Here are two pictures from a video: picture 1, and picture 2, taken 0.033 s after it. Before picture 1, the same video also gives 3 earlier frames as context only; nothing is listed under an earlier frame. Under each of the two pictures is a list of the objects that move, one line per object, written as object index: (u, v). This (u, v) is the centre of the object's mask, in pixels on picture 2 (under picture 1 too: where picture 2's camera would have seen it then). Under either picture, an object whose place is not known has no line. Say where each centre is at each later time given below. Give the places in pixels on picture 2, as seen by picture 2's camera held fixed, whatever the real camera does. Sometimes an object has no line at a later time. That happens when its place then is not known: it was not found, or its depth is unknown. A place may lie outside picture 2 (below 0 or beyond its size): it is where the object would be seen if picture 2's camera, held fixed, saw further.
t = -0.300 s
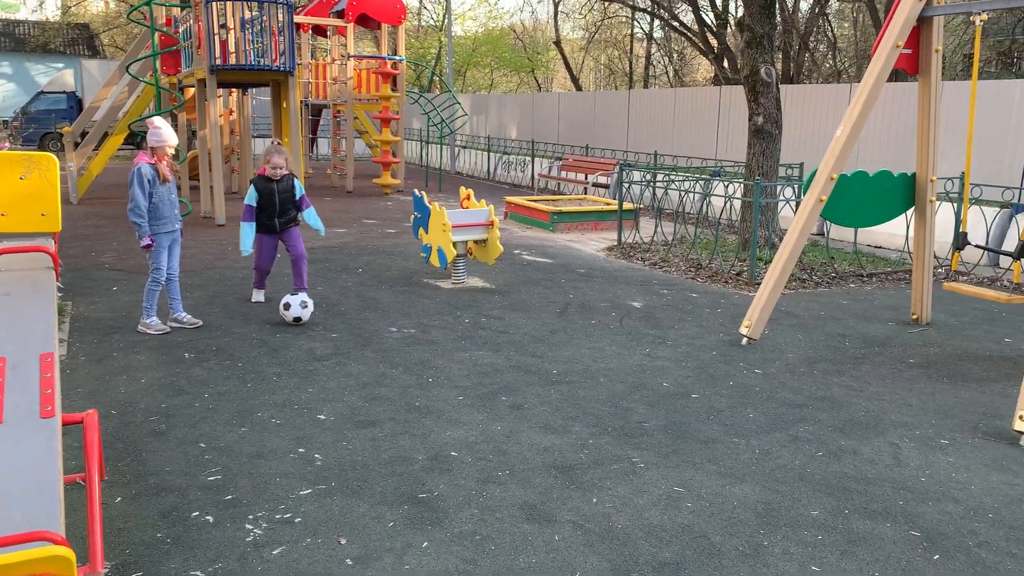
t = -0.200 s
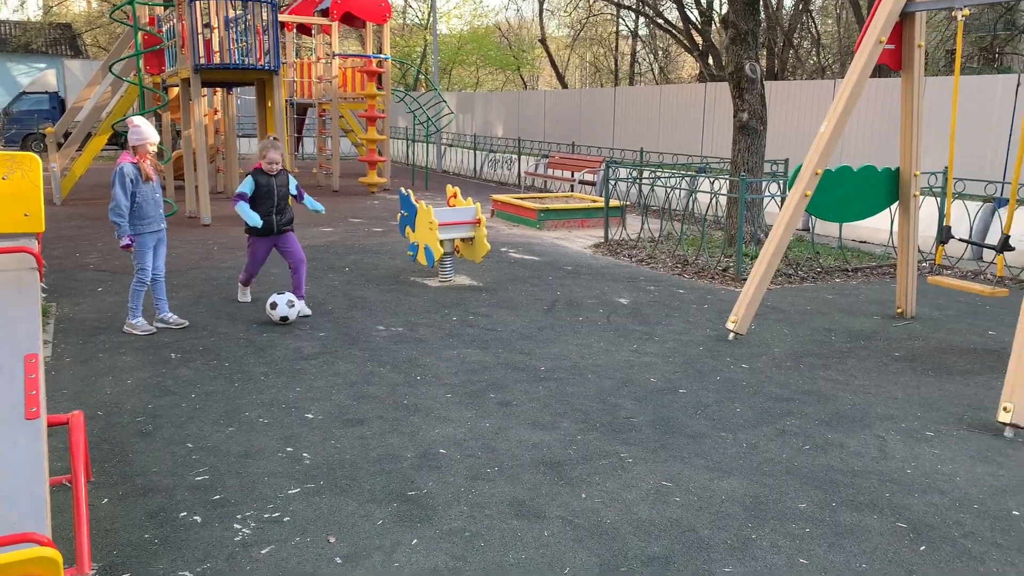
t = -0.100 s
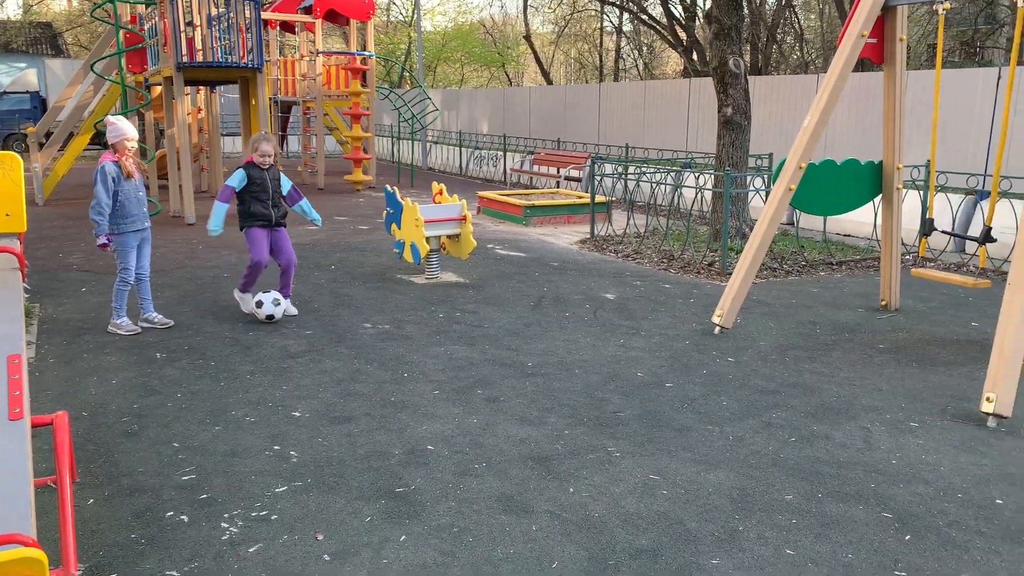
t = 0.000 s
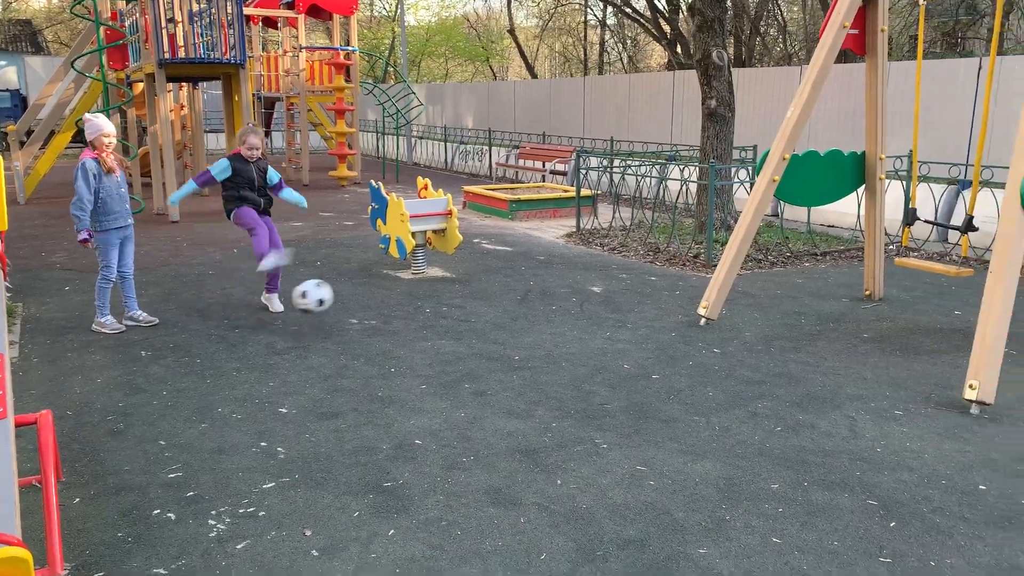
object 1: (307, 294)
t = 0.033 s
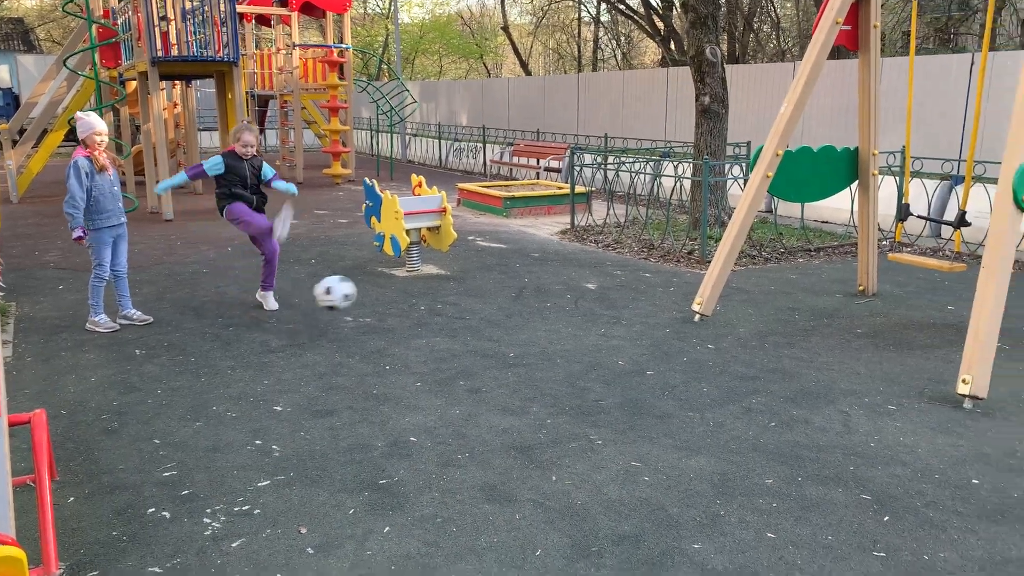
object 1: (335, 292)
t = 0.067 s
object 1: (364, 292)
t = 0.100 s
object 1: (393, 295)
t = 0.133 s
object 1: (424, 298)
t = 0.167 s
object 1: (456, 304)
